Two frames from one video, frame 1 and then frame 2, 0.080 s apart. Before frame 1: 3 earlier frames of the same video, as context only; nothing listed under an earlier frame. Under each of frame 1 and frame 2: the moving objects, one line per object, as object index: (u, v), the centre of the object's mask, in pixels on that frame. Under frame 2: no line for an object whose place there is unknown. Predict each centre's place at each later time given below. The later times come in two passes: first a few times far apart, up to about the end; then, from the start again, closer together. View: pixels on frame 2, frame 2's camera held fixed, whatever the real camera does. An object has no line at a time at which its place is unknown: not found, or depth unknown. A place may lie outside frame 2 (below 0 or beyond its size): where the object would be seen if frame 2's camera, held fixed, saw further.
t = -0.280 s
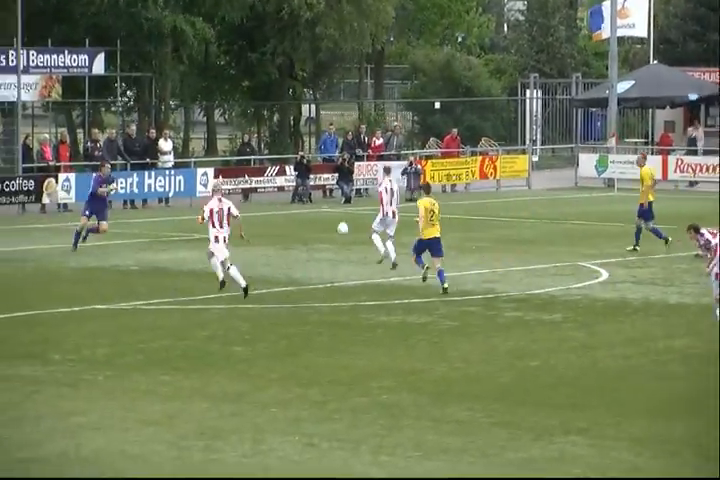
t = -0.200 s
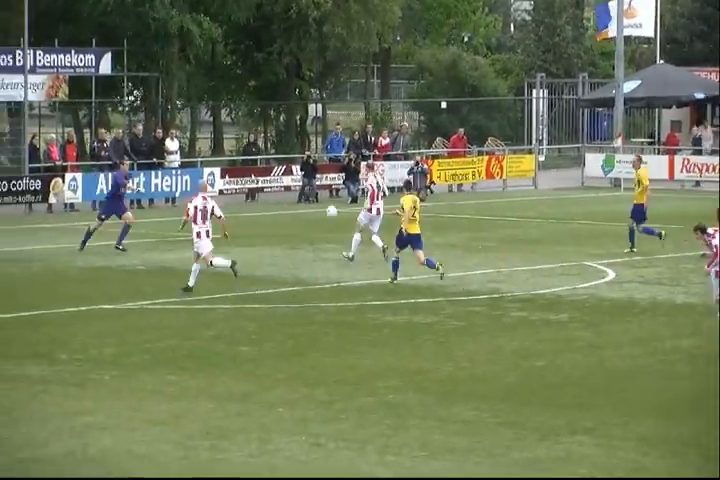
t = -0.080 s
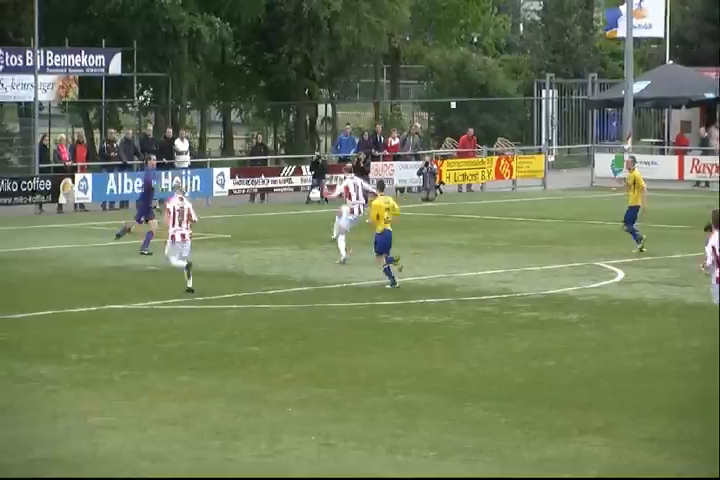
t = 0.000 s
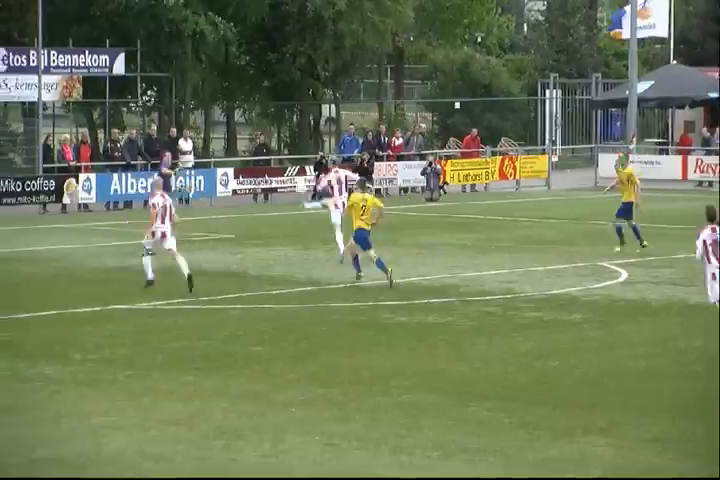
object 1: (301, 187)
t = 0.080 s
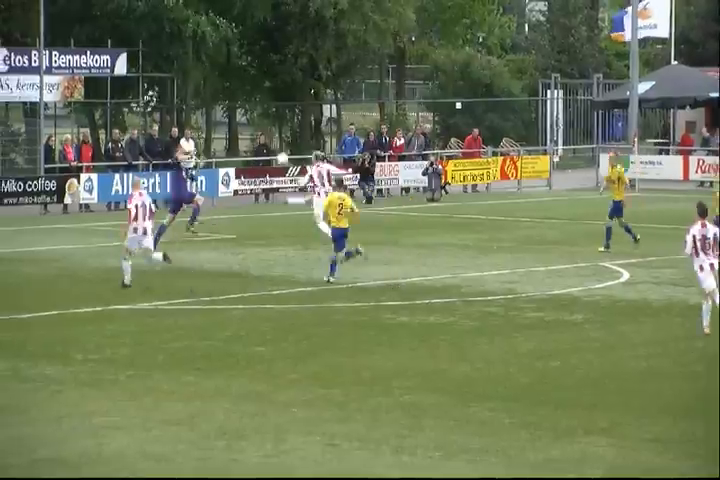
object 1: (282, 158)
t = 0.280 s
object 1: (233, 89)
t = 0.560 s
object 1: (171, 41)
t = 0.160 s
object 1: (262, 128)
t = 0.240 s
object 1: (243, 101)
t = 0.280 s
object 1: (233, 89)
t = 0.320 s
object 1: (224, 79)
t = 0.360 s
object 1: (214, 69)
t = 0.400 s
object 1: (205, 61)
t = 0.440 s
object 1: (196, 54)
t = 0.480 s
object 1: (188, 49)
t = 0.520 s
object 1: (179, 44)
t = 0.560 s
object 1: (171, 41)
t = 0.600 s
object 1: (164, 39)
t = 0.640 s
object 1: (156, 38)
